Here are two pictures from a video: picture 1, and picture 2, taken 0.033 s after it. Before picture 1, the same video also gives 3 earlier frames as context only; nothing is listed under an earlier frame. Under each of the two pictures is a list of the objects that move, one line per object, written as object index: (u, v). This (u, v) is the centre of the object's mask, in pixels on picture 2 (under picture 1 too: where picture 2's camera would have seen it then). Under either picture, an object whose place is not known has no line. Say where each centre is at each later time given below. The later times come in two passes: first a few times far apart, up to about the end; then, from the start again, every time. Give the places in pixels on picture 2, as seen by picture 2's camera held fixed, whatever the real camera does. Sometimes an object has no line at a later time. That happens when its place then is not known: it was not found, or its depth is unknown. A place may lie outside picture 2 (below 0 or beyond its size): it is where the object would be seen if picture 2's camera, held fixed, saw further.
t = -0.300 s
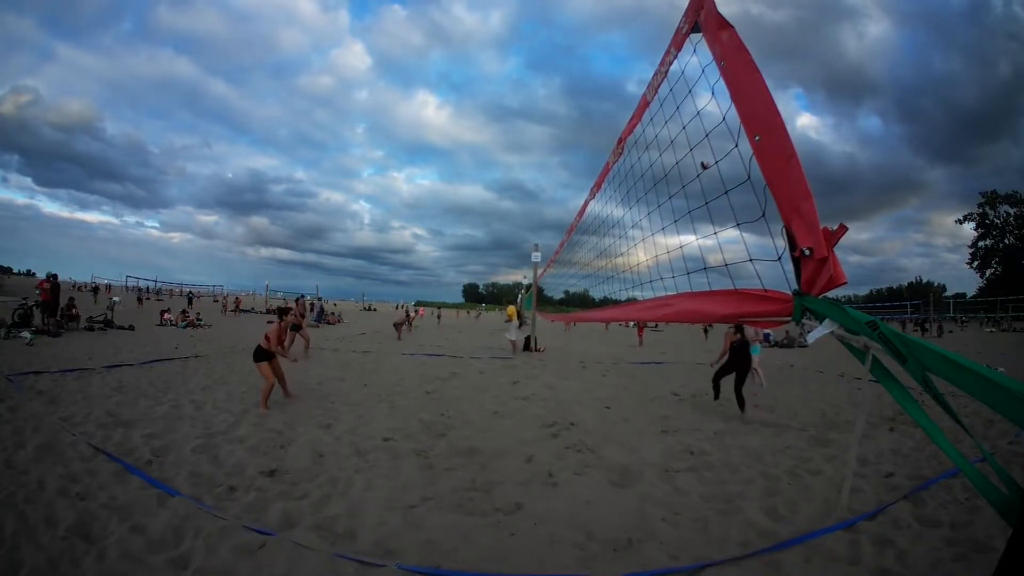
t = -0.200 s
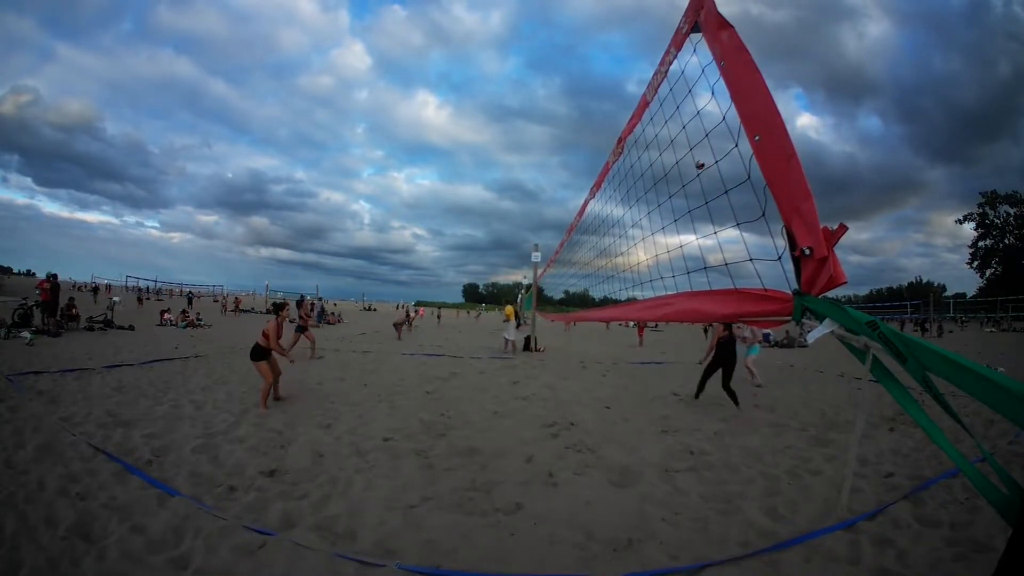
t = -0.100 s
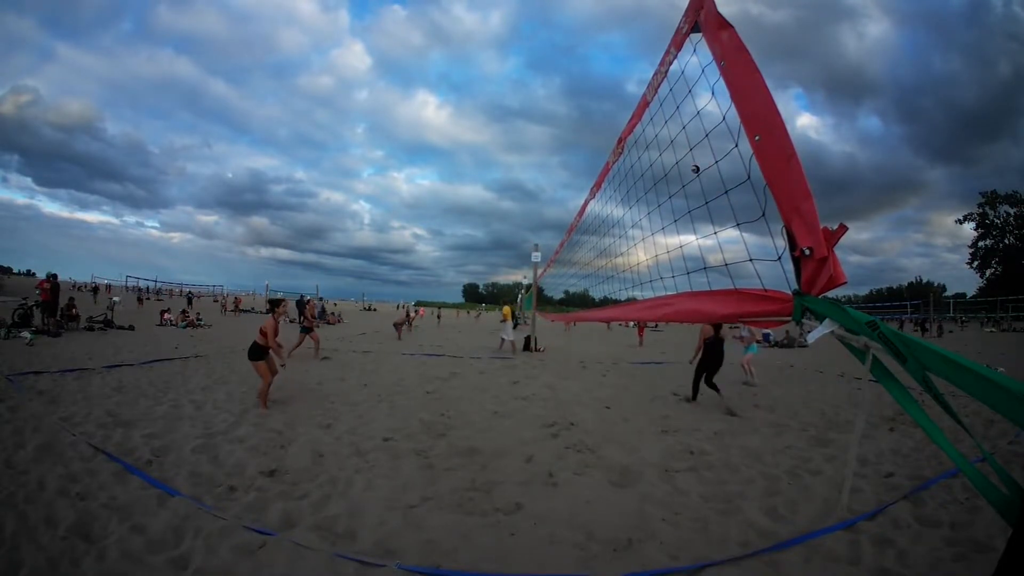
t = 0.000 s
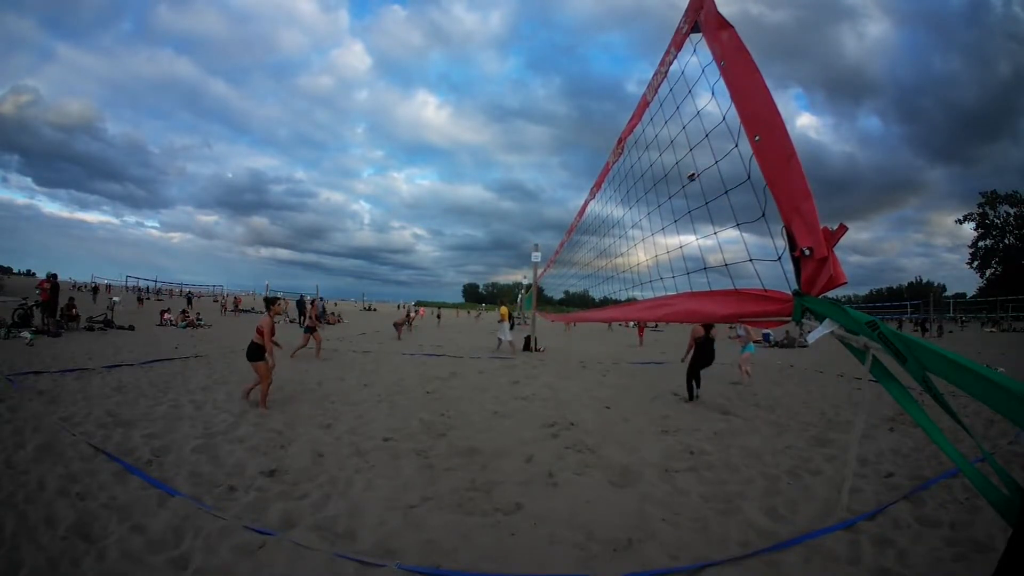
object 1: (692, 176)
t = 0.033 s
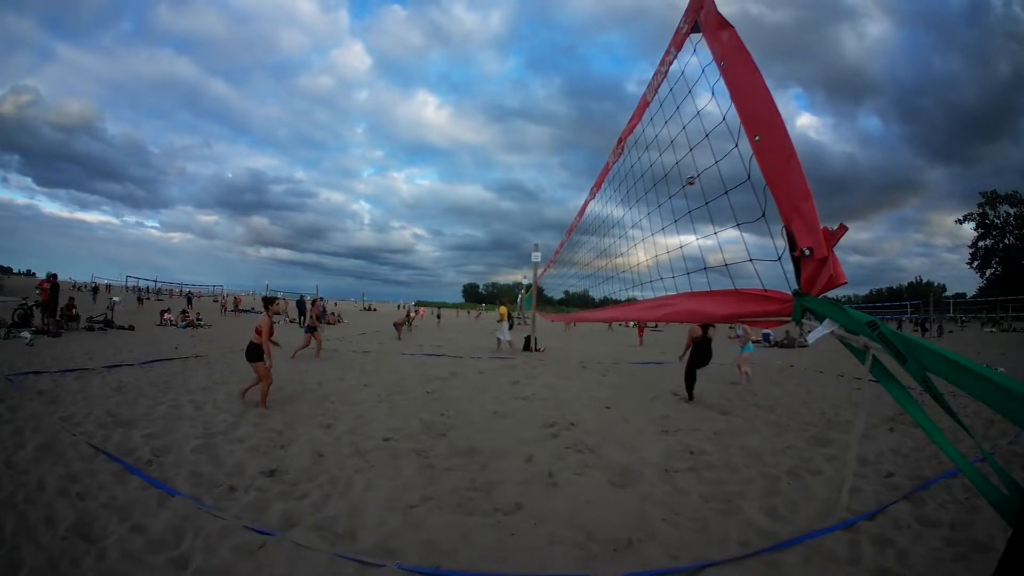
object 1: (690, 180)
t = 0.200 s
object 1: (685, 206)
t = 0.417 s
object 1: (675, 258)
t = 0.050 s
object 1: (690, 182)
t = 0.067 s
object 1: (689, 185)
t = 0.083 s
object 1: (688, 187)
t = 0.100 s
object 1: (688, 189)
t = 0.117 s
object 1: (687, 191)
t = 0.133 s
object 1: (687, 194)
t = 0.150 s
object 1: (686, 196)
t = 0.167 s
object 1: (686, 199)
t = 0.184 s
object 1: (685, 202)
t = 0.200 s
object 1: (685, 206)
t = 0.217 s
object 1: (685, 209)
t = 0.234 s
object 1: (684, 212)
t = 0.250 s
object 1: (683, 216)
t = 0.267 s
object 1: (682, 219)
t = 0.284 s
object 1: (681, 223)
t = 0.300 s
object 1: (680, 227)
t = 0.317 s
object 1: (680, 231)
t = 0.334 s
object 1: (679, 235)
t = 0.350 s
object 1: (679, 239)
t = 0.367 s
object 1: (678, 244)
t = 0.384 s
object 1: (677, 248)
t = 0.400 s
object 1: (676, 253)
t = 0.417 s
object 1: (675, 258)
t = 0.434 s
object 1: (675, 262)
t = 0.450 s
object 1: (674, 267)
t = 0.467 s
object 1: (673, 272)
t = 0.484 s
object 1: (672, 278)
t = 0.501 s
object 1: (671, 283)
